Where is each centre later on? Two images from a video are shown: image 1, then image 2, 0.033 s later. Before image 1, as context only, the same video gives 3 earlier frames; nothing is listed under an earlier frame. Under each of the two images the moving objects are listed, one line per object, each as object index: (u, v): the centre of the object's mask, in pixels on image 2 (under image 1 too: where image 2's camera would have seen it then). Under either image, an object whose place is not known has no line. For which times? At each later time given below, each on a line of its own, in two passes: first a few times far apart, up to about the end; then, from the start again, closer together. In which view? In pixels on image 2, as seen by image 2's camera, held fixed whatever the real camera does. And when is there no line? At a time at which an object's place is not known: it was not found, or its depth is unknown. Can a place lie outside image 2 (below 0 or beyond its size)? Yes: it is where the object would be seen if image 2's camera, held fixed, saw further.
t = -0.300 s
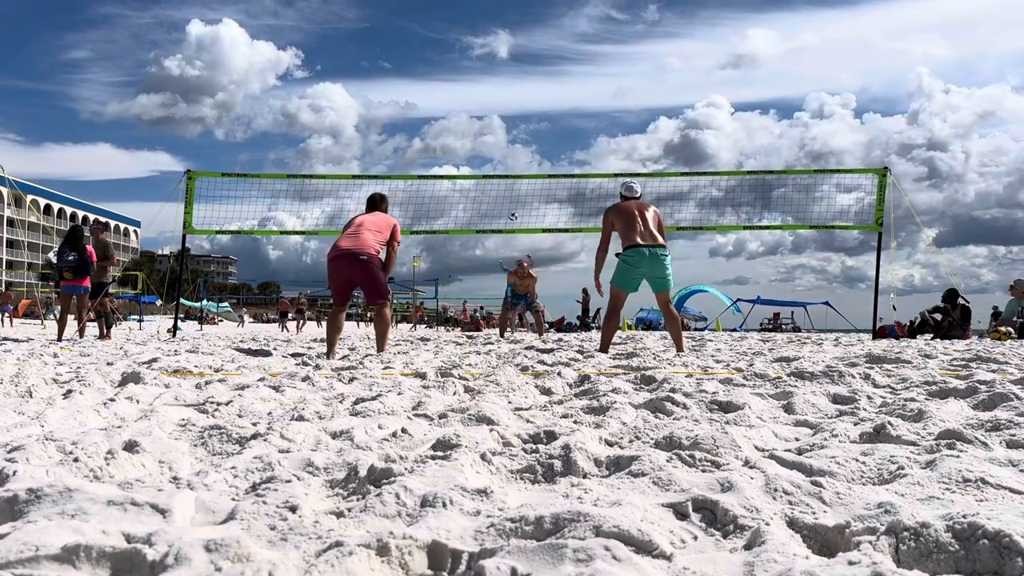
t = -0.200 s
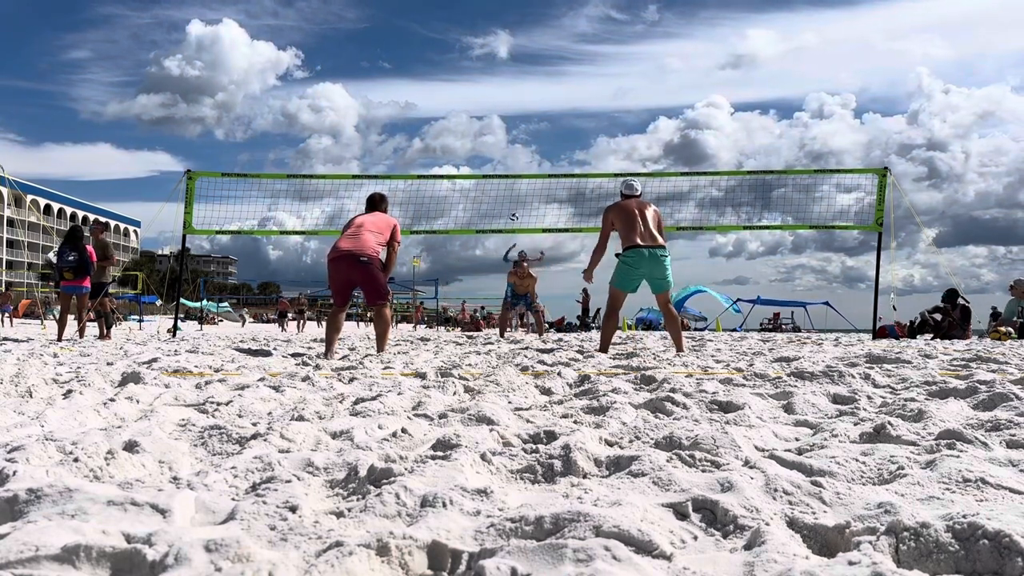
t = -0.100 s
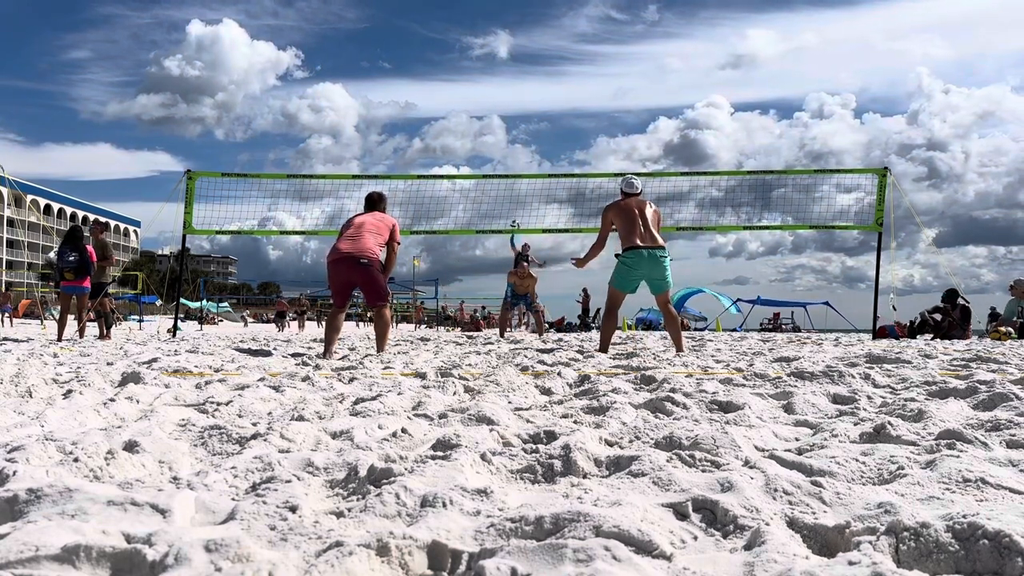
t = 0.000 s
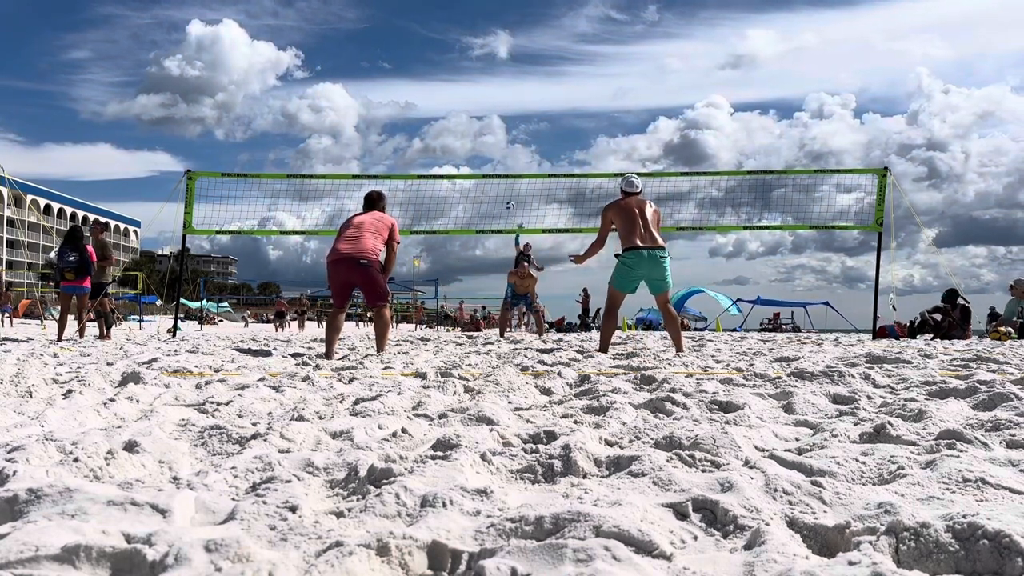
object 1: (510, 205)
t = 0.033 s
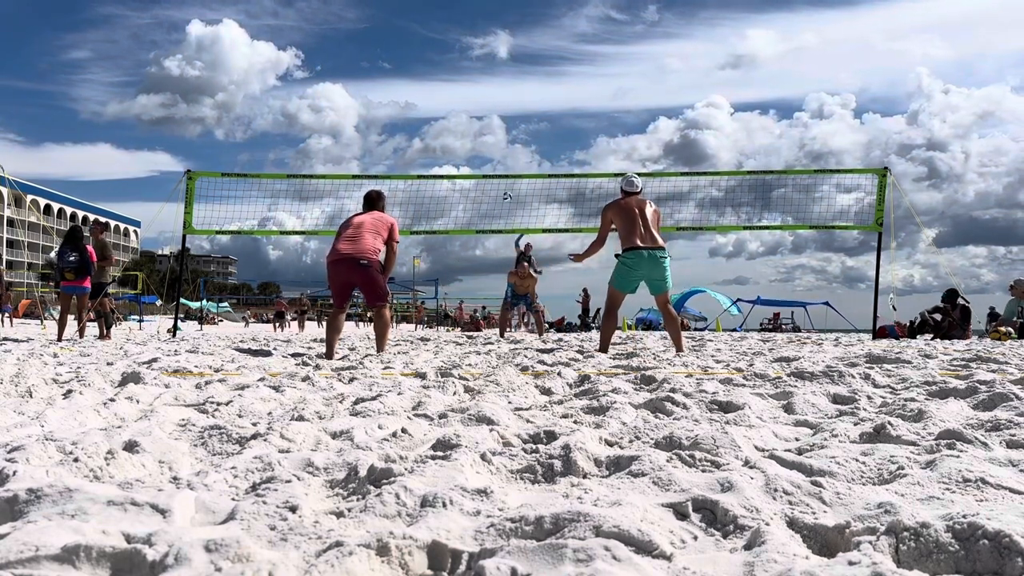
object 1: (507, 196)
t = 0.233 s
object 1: (487, 145)
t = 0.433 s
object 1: (461, 100)
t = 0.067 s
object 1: (504, 187)
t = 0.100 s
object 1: (501, 181)
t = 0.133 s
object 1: (498, 169)
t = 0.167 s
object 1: (494, 161)
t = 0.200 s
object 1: (491, 153)
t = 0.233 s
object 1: (487, 145)
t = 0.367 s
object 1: (471, 114)
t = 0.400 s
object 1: (466, 107)
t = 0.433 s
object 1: (461, 100)
